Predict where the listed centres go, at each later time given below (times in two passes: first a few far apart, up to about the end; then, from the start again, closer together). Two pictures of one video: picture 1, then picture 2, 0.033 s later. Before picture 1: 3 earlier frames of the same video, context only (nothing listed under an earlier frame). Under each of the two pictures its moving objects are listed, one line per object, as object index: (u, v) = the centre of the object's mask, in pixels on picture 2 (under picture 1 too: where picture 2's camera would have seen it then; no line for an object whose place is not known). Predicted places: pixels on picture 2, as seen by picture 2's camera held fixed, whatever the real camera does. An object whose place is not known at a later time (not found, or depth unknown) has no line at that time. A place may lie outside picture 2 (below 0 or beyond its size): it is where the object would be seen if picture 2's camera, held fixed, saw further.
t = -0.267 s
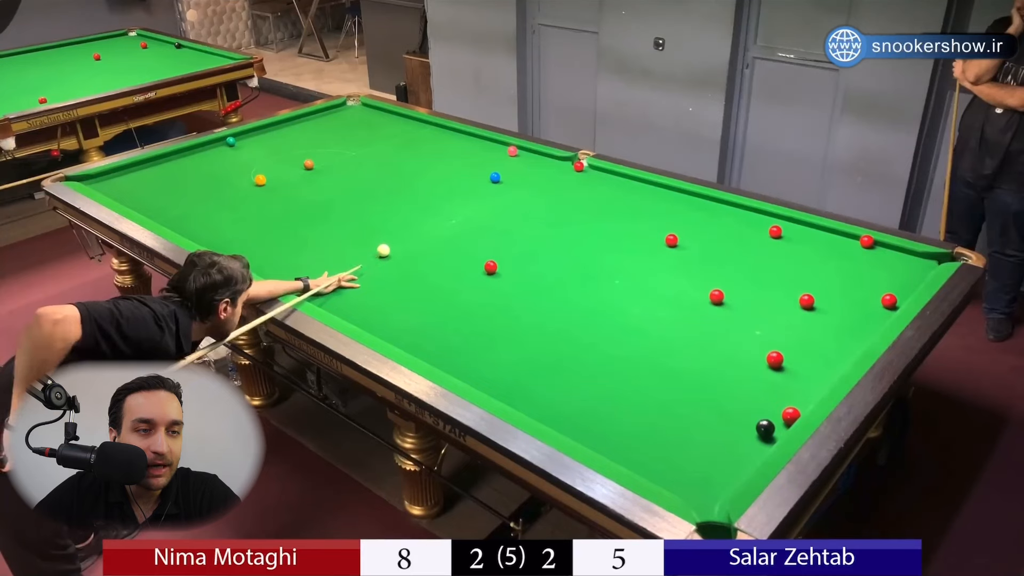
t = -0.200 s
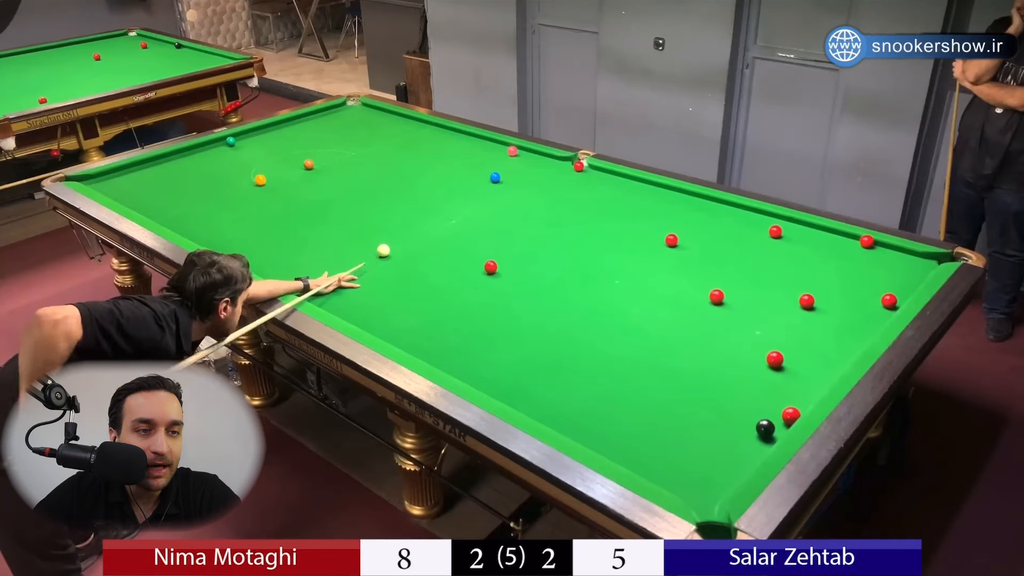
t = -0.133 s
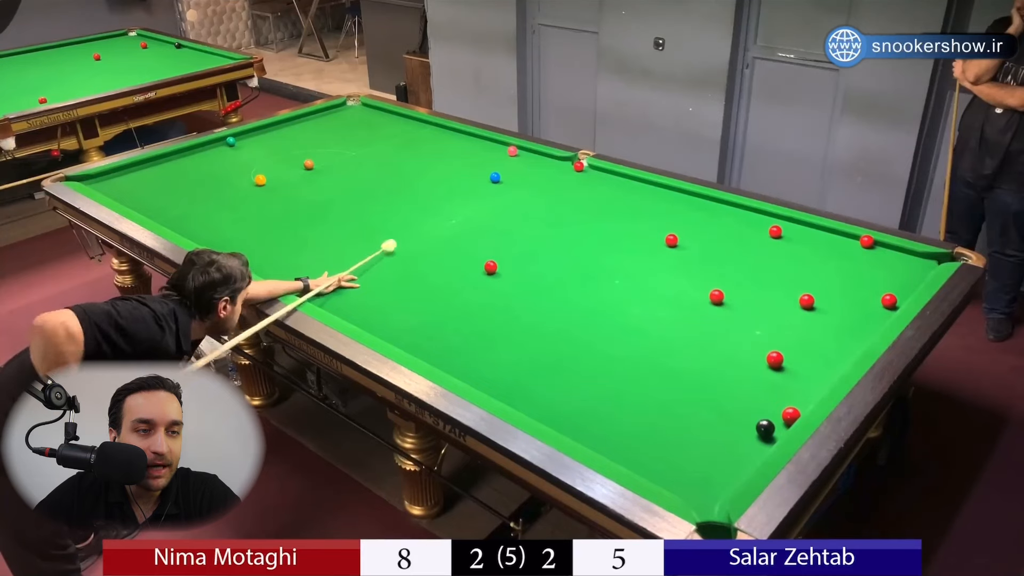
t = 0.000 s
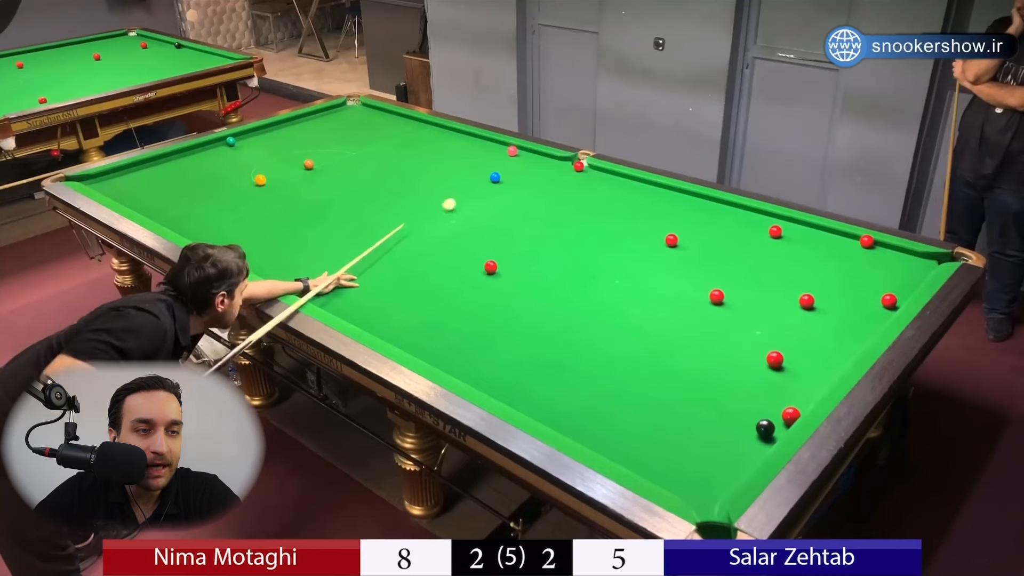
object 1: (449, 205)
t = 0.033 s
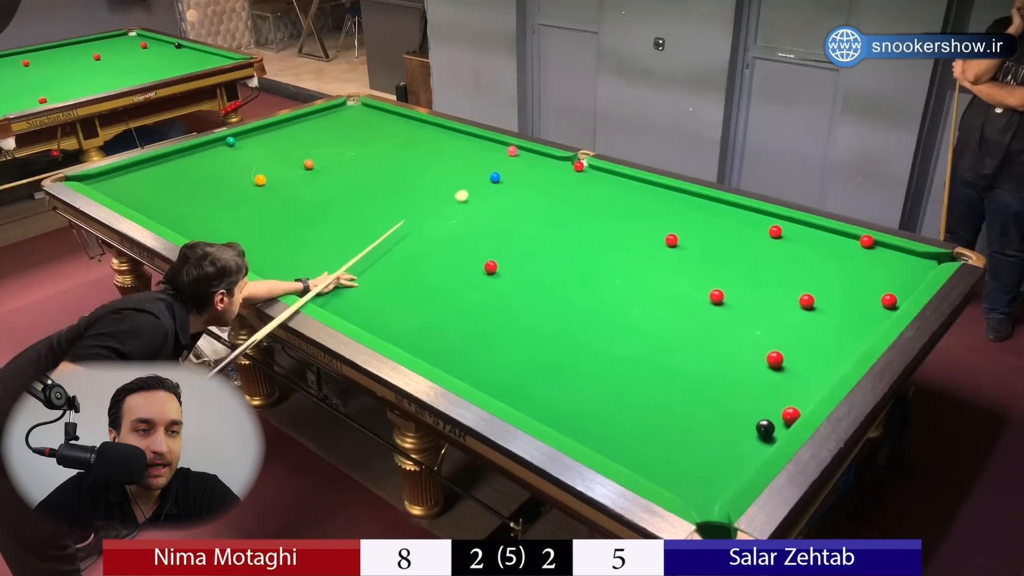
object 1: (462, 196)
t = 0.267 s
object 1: (467, 163)
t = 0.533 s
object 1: (445, 141)
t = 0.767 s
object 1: (428, 125)
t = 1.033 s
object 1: (385, 117)
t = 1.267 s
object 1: (346, 113)
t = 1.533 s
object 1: (324, 116)
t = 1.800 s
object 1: (323, 127)
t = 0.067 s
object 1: (473, 188)
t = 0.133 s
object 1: (481, 176)
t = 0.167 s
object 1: (477, 172)
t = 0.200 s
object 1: (473, 169)
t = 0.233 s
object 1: (470, 165)
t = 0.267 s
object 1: (467, 163)
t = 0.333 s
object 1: (461, 157)
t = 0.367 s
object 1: (458, 154)
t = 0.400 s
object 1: (455, 151)
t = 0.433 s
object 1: (453, 149)
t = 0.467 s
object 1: (450, 146)
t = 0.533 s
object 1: (445, 141)
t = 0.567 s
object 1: (442, 139)
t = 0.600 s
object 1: (440, 136)
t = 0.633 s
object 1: (438, 134)
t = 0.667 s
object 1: (435, 132)
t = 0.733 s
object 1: (431, 127)
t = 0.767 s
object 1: (428, 125)
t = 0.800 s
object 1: (426, 123)
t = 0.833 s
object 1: (421, 122)
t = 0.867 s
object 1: (414, 121)
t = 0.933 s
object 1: (402, 120)
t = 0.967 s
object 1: (396, 119)
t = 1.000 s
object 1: (390, 118)
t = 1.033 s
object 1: (385, 117)
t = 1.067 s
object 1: (379, 117)
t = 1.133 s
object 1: (368, 115)
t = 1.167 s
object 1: (362, 115)
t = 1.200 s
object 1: (356, 114)
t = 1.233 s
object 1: (351, 113)
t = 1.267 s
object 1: (346, 113)
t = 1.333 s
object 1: (335, 111)
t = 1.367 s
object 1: (329, 111)
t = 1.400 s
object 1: (324, 110)
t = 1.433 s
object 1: (323, 111)
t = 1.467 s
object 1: (323, 113)
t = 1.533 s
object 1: (324, 116)
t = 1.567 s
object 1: (323, 117)
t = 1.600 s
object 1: (324, 118)
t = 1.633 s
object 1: (323, 120)
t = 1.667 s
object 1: (323, 121)
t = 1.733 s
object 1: (323, 124)
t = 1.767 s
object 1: (323, 126)
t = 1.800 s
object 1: (323, 127)
